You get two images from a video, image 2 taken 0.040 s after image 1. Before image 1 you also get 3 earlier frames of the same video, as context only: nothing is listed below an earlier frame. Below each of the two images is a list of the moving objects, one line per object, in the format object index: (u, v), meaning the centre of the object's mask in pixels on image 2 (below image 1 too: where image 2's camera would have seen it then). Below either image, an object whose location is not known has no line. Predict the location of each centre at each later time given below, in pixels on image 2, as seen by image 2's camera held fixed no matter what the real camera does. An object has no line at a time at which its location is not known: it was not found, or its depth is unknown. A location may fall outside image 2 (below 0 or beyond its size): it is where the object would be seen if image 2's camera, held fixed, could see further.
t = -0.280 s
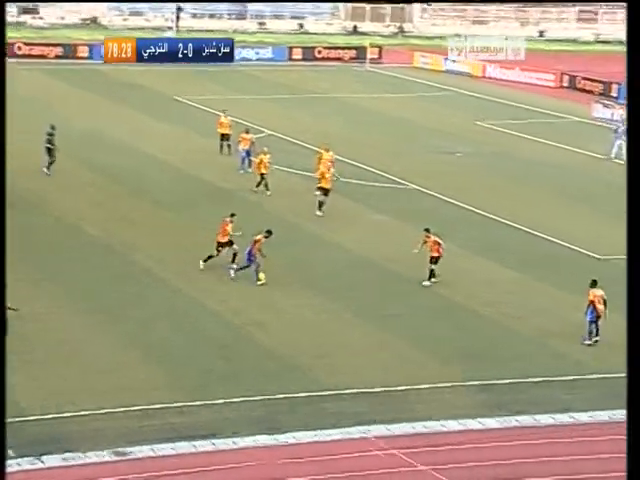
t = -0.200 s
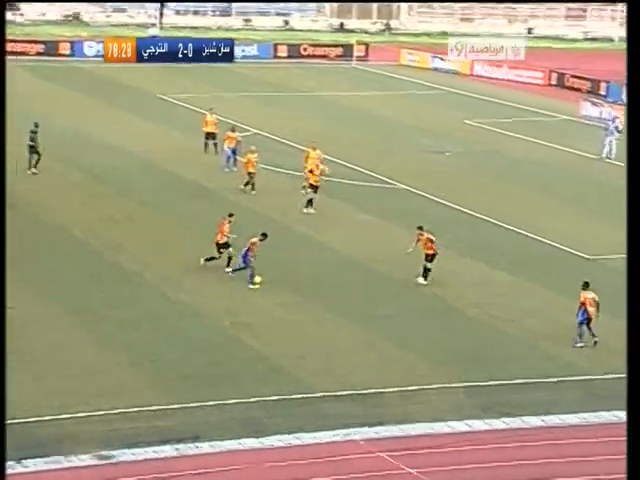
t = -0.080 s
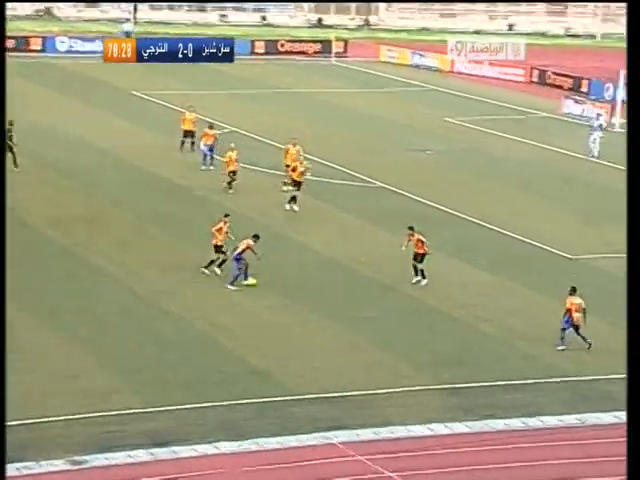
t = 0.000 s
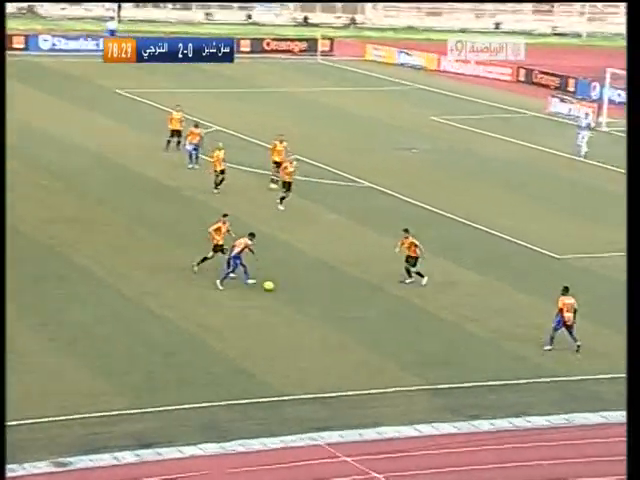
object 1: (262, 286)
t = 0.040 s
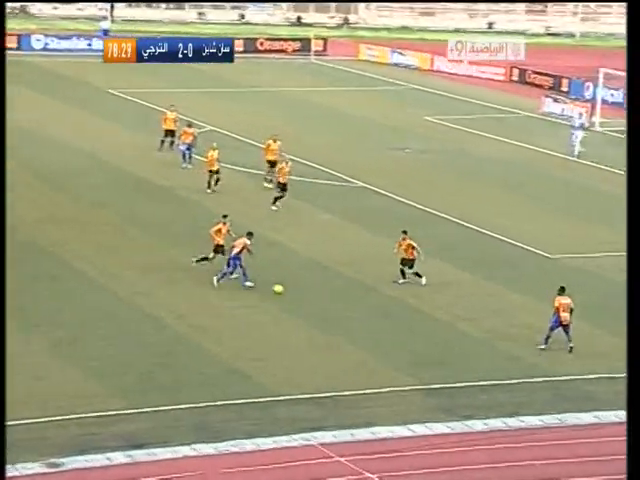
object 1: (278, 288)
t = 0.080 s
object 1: (294, 292)
